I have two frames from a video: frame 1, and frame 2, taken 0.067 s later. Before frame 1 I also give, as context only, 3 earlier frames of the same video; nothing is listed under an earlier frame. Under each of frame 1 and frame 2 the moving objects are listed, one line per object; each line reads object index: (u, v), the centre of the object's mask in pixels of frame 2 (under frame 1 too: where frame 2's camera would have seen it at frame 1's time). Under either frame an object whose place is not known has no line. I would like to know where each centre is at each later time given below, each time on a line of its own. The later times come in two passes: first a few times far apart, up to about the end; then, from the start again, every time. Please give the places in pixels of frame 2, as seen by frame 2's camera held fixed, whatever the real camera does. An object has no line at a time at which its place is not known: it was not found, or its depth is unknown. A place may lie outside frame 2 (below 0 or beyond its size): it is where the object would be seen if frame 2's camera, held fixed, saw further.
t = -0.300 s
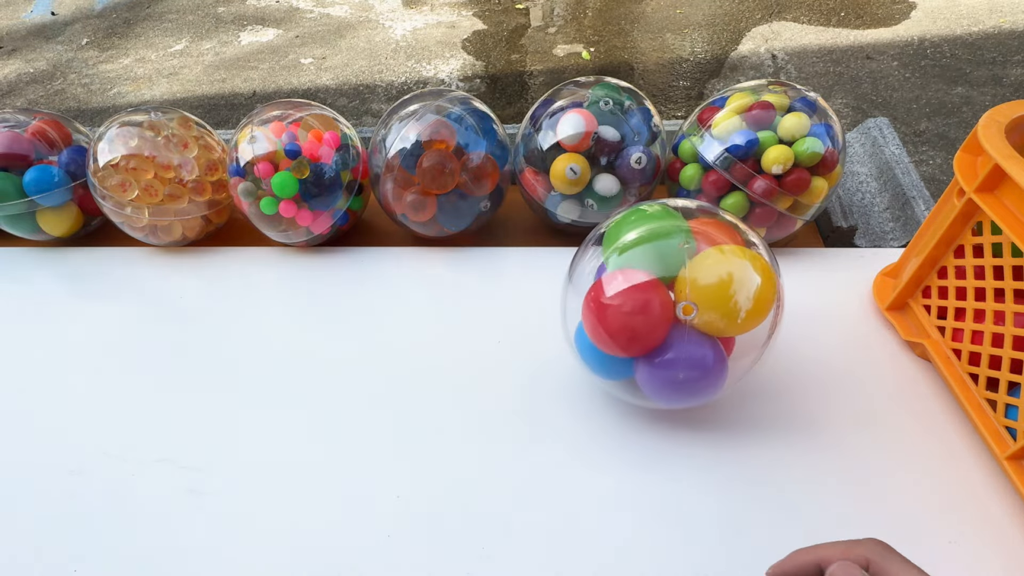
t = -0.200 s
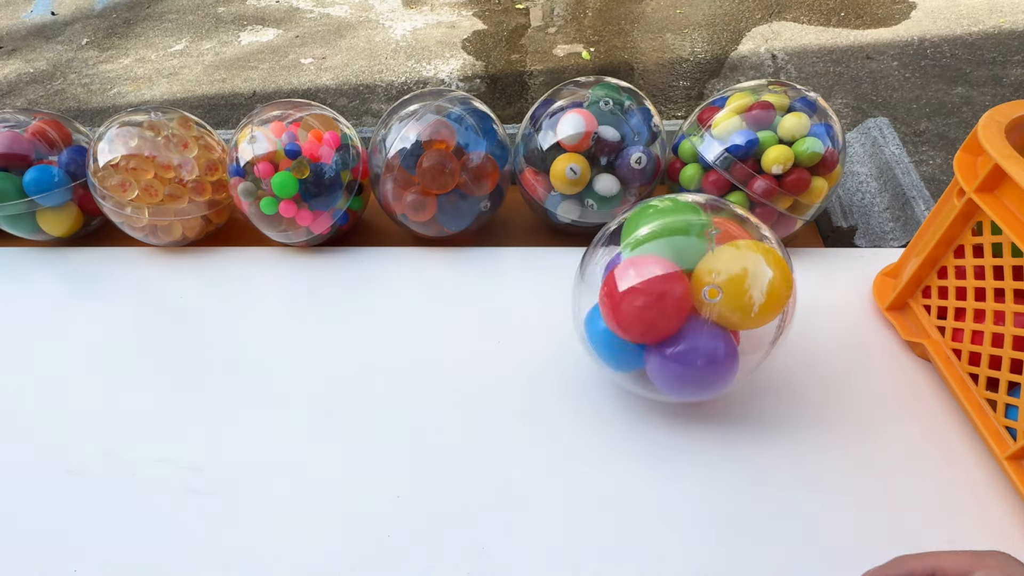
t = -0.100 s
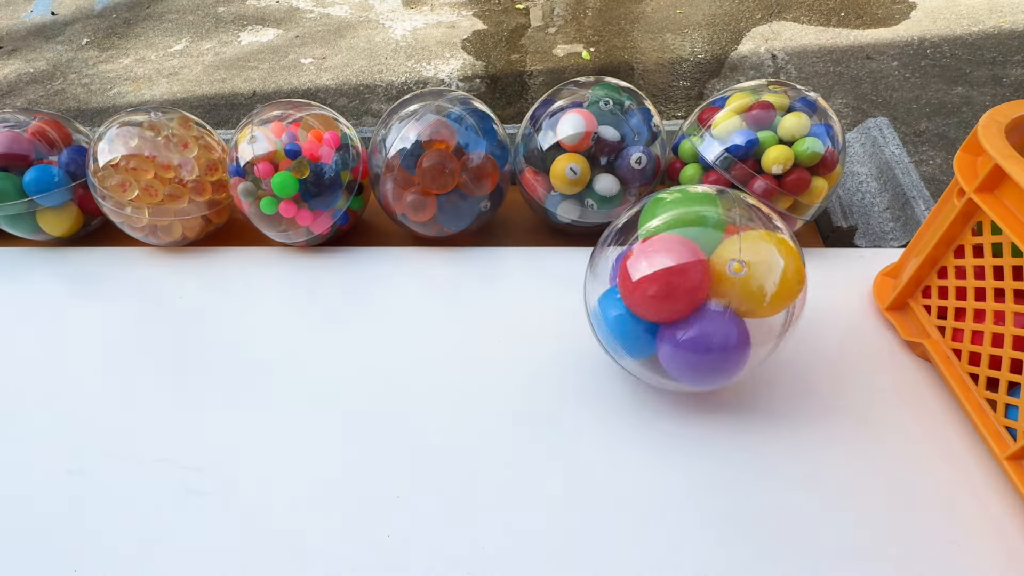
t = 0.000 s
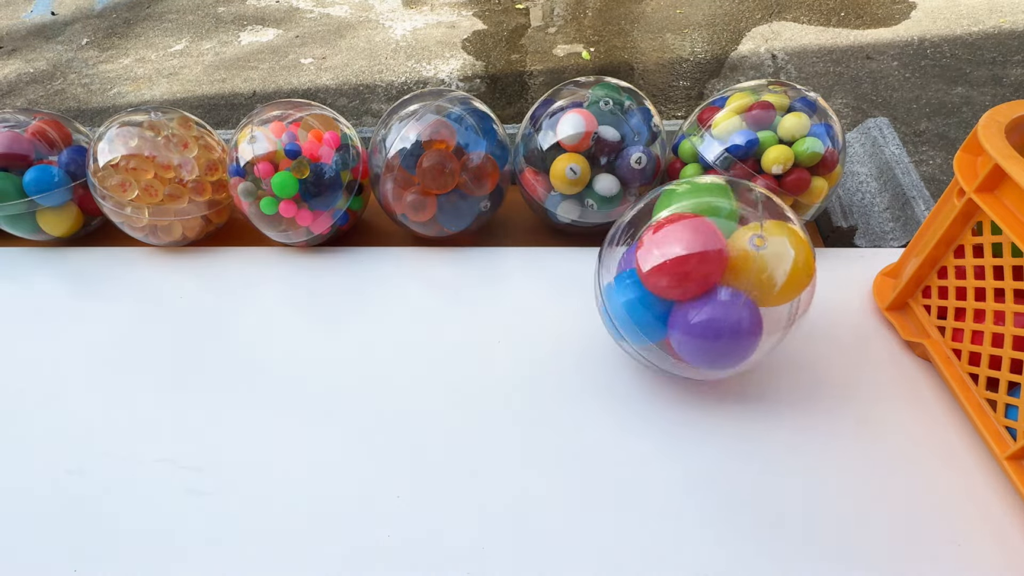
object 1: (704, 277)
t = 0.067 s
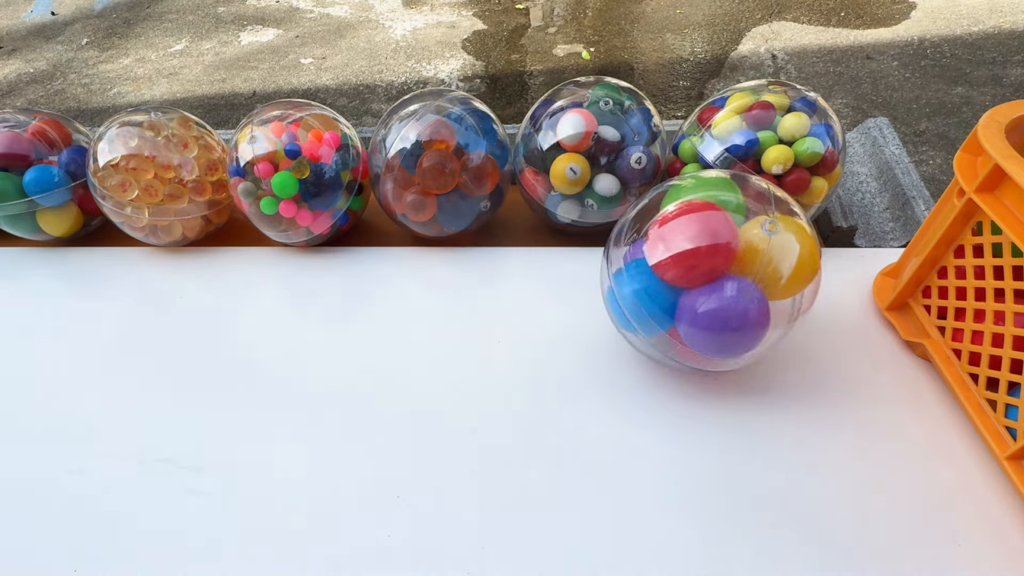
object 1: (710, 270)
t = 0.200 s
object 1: (717, 259)
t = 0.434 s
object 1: (716, 247)
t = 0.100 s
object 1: (712, 267)
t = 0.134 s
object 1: (714, 264)
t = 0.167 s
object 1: (716, 262)
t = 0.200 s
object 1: (717, 259)
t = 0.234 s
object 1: (718, 257)
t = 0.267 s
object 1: (718, 253)
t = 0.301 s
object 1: (718, 251)
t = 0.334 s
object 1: (718, 250)
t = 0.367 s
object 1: (718, 248)
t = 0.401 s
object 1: (717, 247)
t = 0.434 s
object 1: (716, 247)
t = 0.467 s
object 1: (715, 247)
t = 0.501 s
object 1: (714, 248)
